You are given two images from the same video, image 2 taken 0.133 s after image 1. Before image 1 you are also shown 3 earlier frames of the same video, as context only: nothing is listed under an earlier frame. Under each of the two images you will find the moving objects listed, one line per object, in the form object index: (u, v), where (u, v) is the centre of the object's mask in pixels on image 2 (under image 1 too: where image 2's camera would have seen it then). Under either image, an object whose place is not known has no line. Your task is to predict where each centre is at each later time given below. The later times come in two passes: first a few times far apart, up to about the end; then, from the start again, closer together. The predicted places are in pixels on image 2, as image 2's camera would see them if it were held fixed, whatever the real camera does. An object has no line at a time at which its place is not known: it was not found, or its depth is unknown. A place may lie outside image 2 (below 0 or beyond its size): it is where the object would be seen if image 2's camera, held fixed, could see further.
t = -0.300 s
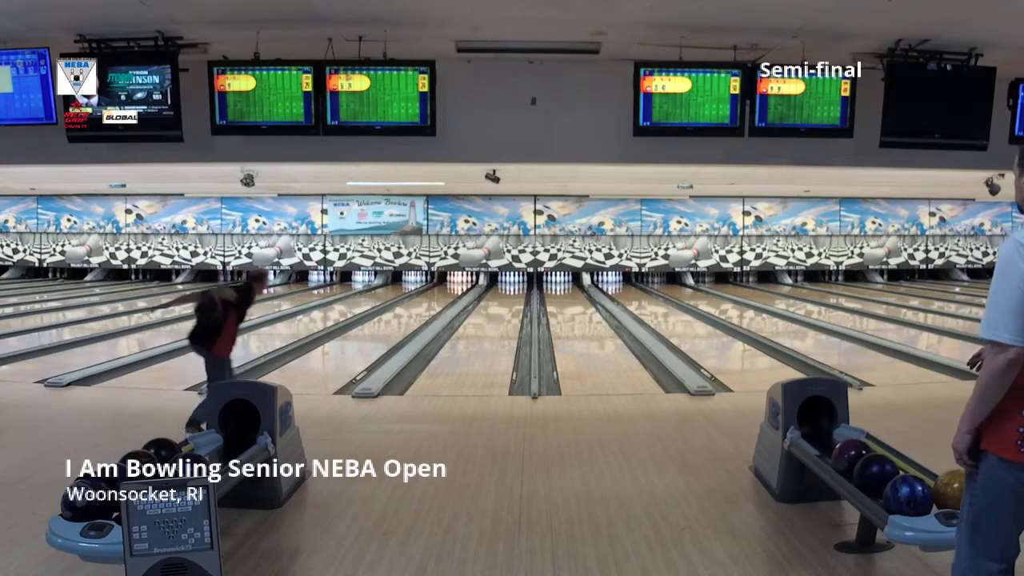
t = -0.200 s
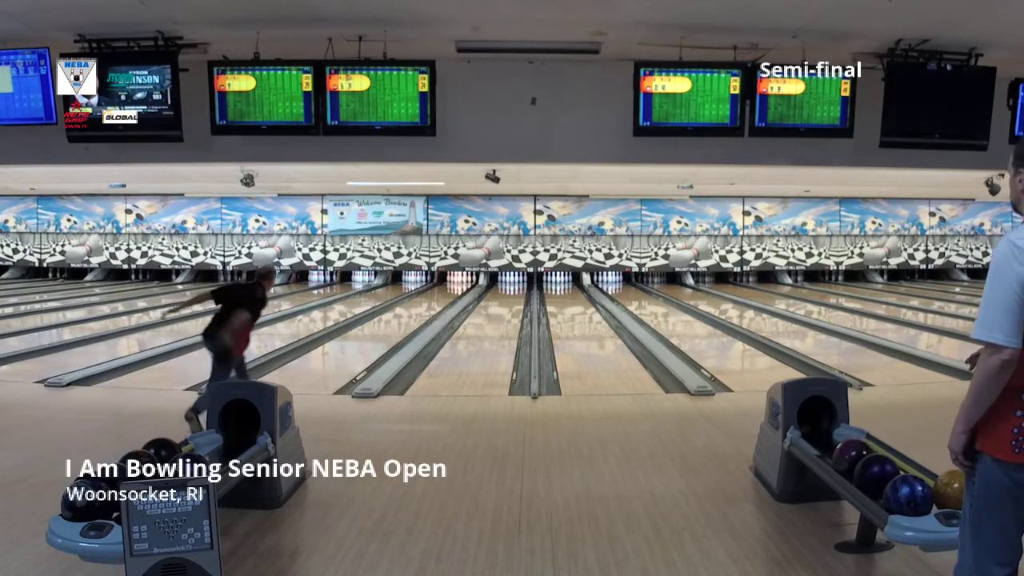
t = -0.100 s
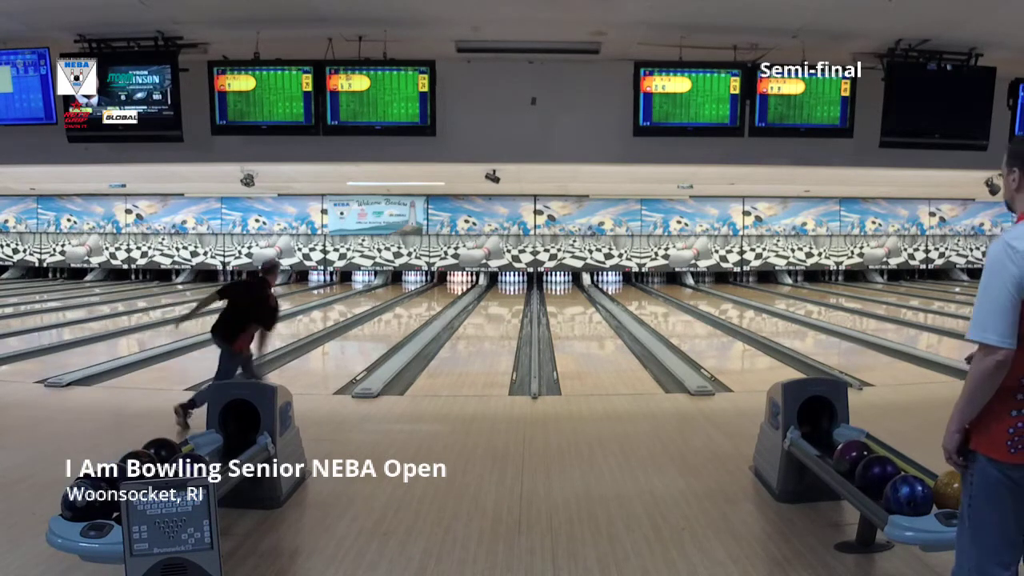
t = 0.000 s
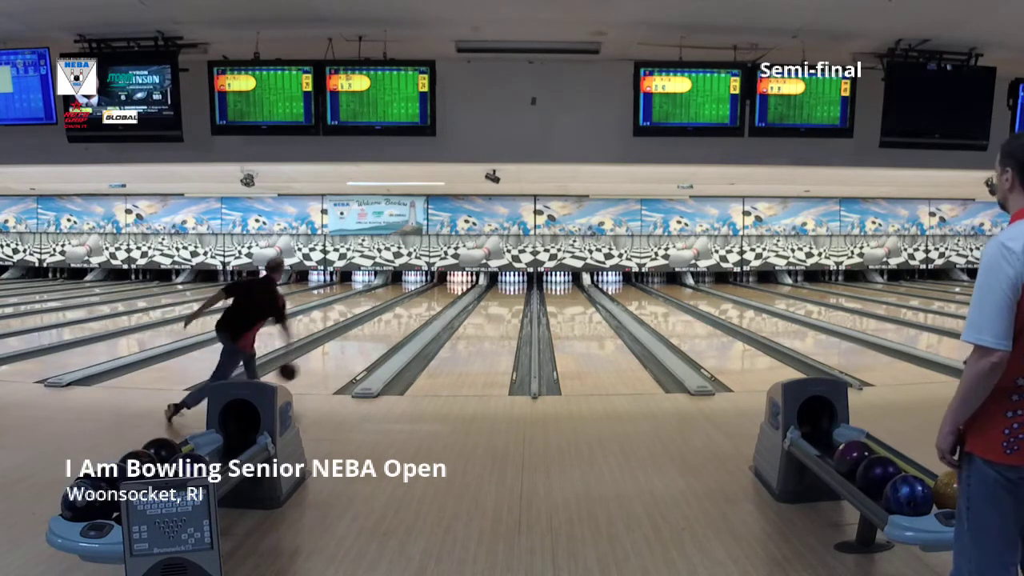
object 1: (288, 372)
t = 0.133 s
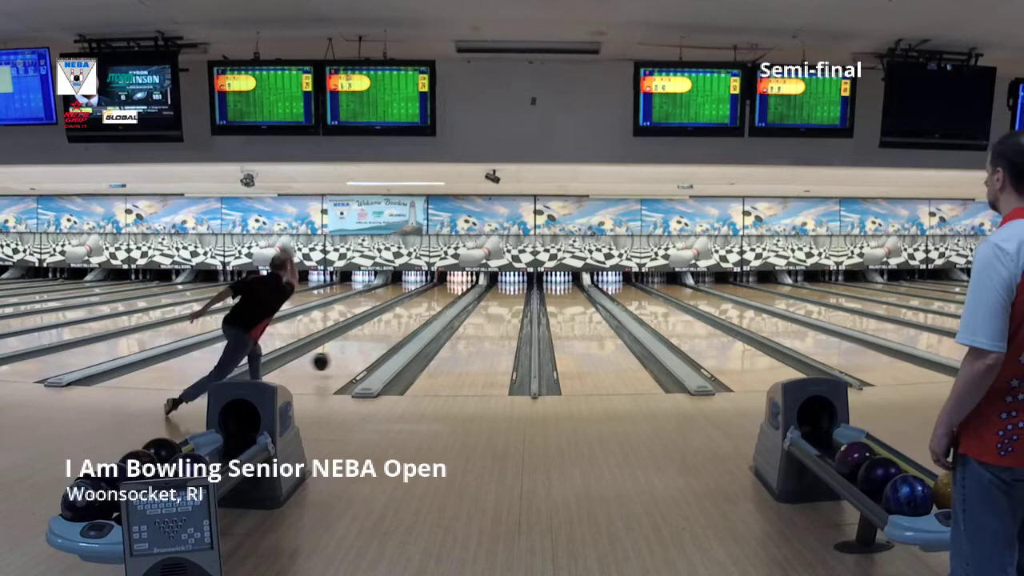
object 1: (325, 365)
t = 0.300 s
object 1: (354, 351)
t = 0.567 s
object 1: (387, 331)
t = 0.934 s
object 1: (417, 312)
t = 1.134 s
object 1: (430, 305)
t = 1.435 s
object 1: (443, 296)
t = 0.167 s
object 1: (332, 368)
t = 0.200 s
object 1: (336, 366)
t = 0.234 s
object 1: (343, 359)
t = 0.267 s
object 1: (347, 356)
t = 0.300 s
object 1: (354, 351)
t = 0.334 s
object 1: (359, 349)
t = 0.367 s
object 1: (364, 347)
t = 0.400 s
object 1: (367, 342)
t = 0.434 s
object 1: (371, 340)
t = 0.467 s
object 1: (375, 337)
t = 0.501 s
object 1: (379, 335)
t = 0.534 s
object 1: (383, 333)
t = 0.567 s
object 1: (387, 331)
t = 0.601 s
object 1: (390, 328)
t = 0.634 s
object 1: (393, 326)
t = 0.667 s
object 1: (396, 324)
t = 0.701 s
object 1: (399, 323)
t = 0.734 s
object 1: (402, 321)
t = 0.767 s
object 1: (405, 319)
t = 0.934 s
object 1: (417, 312)
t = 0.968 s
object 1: (419, 311)
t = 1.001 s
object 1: (422, 310)
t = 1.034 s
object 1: (424, 308)
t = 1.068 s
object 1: (426, 307)
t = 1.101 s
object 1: (428, 306)
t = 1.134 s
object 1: (430, 305)
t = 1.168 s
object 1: (431, 304)
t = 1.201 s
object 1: (432, 303)
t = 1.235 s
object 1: (434, 302)
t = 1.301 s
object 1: (437, 300)
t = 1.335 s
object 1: (438, 299)
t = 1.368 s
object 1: (440, 299)
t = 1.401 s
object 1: (442, 297)
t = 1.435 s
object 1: (443, 296)
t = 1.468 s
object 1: (444, 294)
